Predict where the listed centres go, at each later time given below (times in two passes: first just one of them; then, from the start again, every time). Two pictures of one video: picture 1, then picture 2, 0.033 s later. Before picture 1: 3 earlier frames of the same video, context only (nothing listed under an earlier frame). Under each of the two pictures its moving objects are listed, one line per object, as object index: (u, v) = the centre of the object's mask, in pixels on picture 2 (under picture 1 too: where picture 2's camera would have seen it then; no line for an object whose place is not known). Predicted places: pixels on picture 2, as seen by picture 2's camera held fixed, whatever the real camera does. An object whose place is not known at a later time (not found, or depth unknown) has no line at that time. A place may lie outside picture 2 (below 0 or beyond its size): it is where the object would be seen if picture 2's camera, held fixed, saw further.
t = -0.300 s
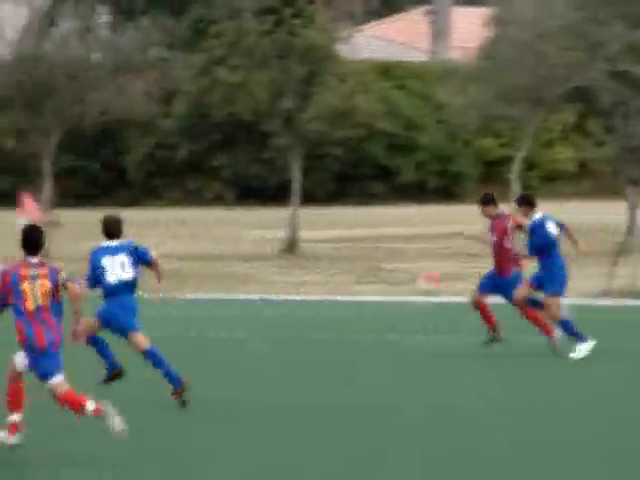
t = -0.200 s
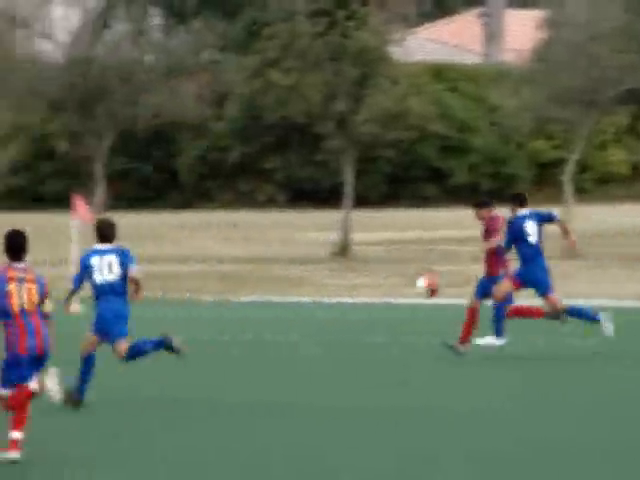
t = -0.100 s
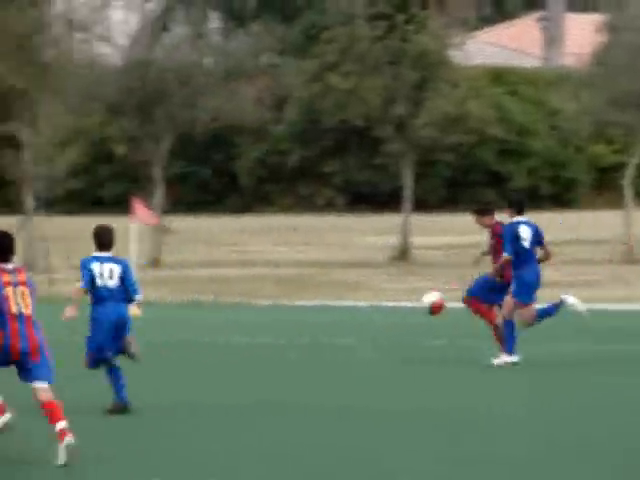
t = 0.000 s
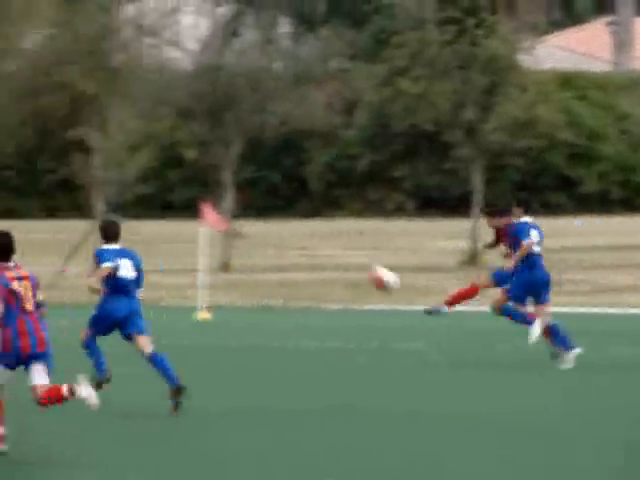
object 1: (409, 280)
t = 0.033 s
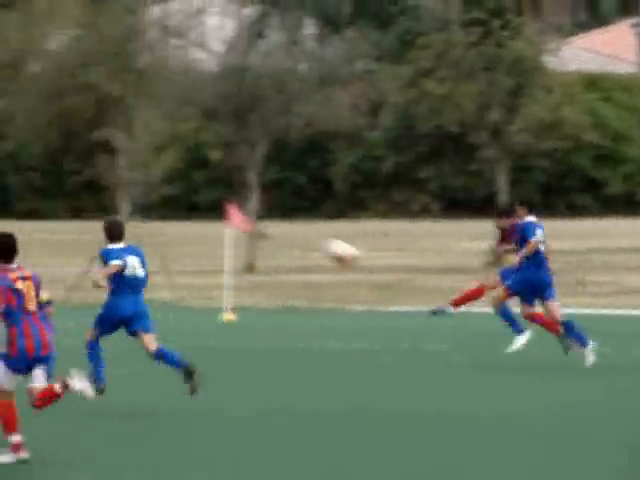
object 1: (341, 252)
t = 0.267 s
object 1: (-118, 110)
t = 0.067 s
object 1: (274, 226)
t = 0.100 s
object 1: (210, 203)
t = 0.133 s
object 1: (149, 181)
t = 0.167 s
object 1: (82, 162)
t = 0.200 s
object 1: (15, 143)
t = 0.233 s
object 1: (-52, 127)
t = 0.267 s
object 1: (-118, 110)
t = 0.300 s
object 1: (-187, 97)
